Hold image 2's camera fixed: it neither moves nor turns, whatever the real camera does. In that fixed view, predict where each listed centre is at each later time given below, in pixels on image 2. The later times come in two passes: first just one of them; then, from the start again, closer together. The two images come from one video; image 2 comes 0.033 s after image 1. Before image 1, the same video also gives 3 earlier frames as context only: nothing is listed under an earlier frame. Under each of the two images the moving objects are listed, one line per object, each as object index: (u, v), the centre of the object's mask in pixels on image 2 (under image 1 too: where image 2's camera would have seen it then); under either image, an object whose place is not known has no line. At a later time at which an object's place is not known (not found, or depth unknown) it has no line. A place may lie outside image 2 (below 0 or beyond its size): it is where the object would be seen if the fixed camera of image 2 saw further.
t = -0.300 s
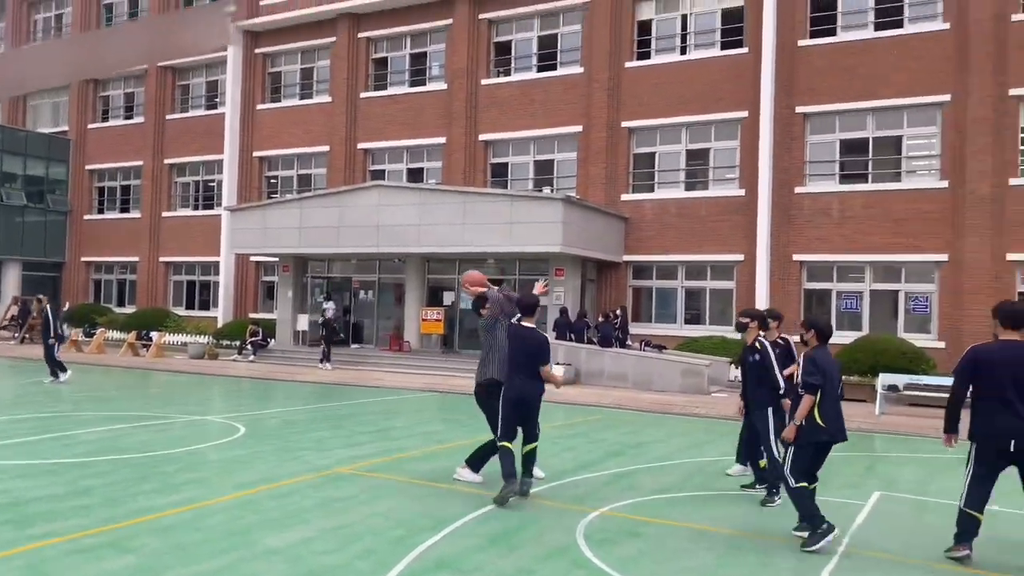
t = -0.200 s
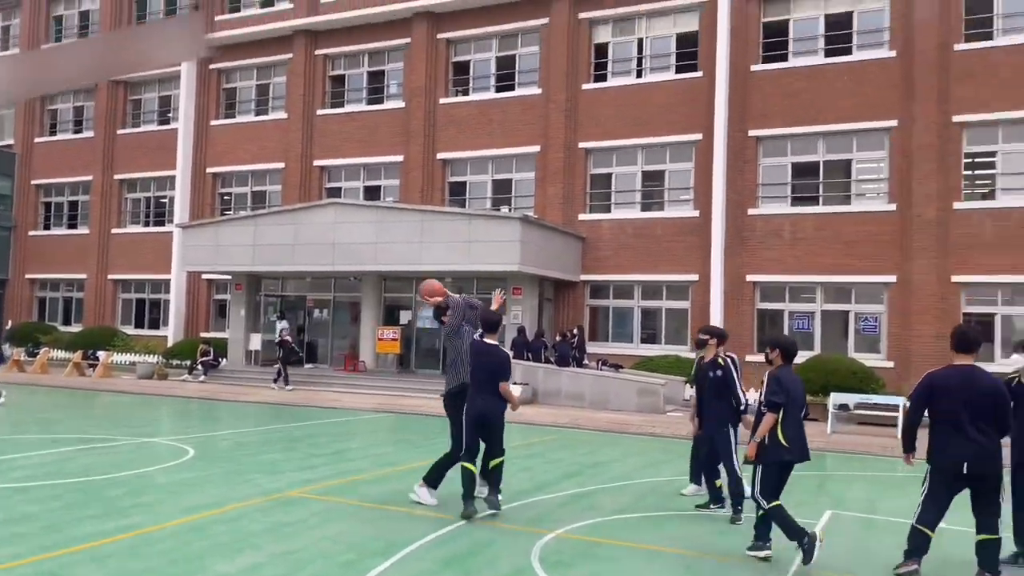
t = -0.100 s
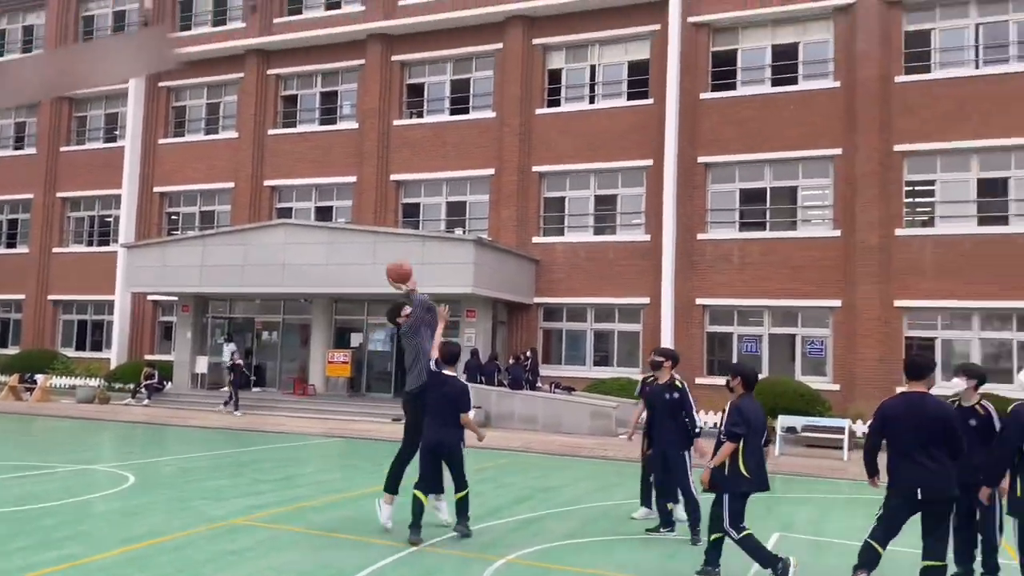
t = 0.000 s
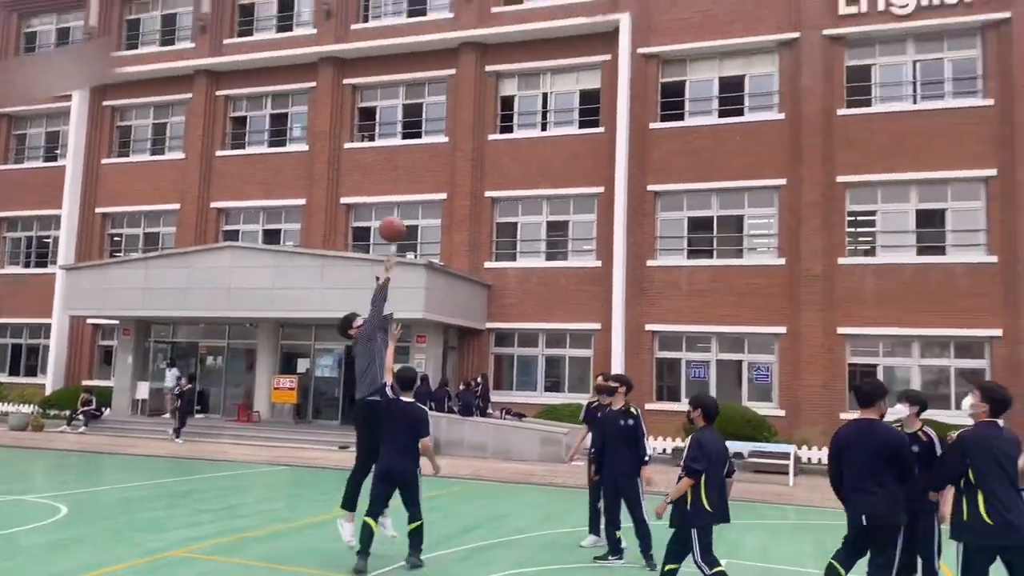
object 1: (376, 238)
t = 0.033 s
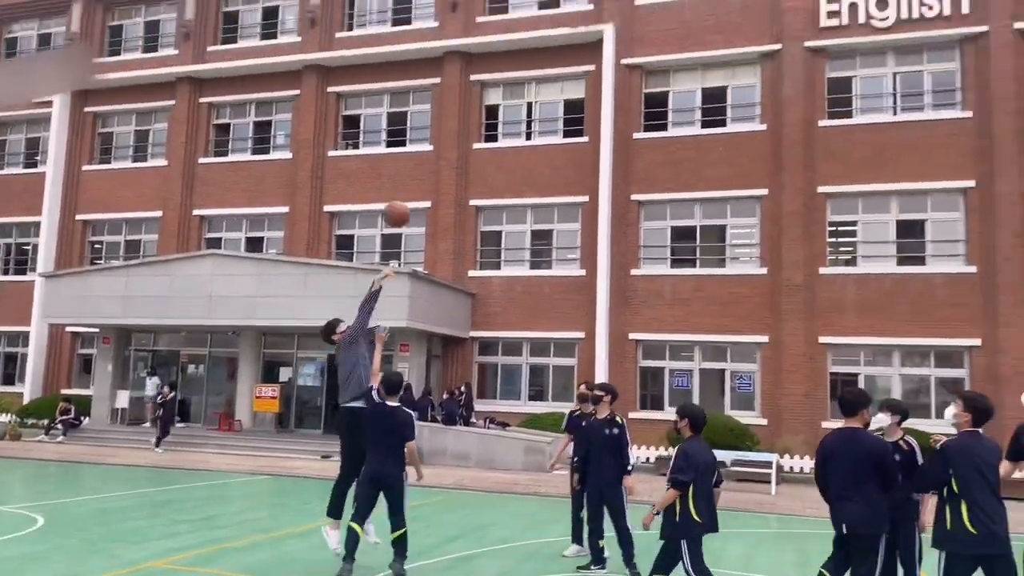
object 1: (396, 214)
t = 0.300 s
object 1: (567, 64)
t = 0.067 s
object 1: (416, 192)
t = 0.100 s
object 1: (437, 171)
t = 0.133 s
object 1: (457, 150)
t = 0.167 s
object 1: (479, 131)
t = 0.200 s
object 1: (501, 113)
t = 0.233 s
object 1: (523, 96)
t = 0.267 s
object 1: (545, 79)
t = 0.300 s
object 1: (567, 64)
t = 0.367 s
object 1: (612, 35)
